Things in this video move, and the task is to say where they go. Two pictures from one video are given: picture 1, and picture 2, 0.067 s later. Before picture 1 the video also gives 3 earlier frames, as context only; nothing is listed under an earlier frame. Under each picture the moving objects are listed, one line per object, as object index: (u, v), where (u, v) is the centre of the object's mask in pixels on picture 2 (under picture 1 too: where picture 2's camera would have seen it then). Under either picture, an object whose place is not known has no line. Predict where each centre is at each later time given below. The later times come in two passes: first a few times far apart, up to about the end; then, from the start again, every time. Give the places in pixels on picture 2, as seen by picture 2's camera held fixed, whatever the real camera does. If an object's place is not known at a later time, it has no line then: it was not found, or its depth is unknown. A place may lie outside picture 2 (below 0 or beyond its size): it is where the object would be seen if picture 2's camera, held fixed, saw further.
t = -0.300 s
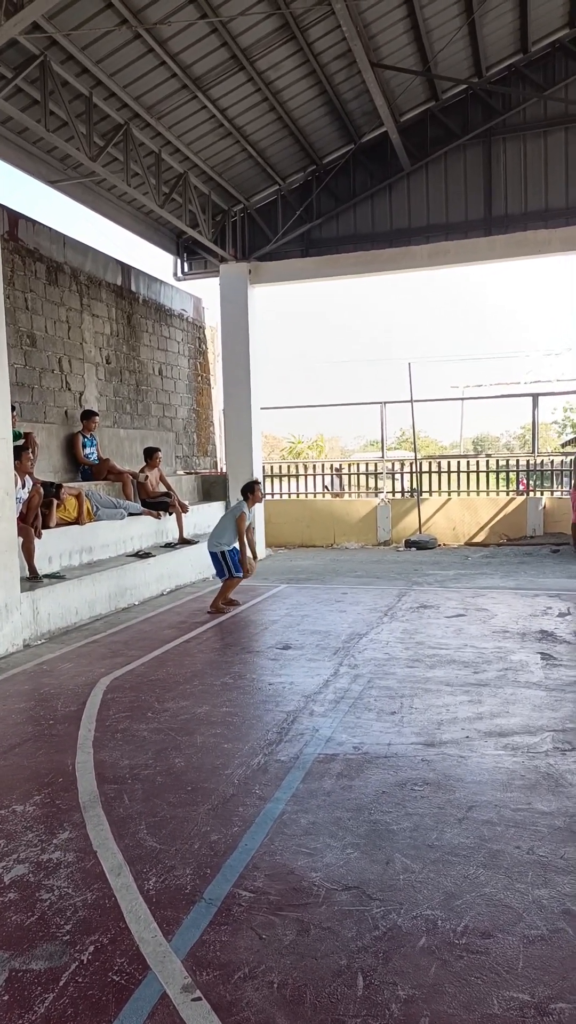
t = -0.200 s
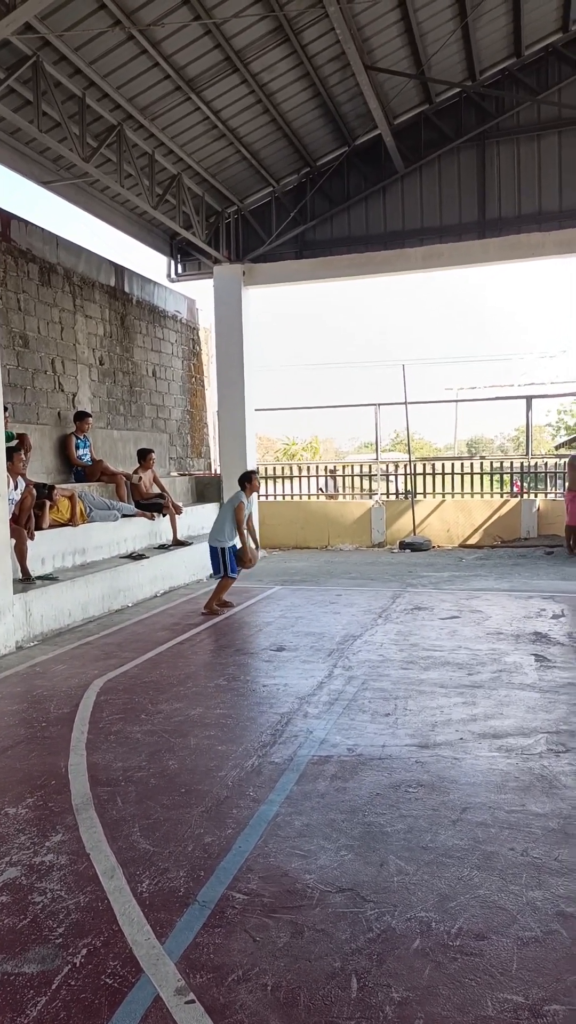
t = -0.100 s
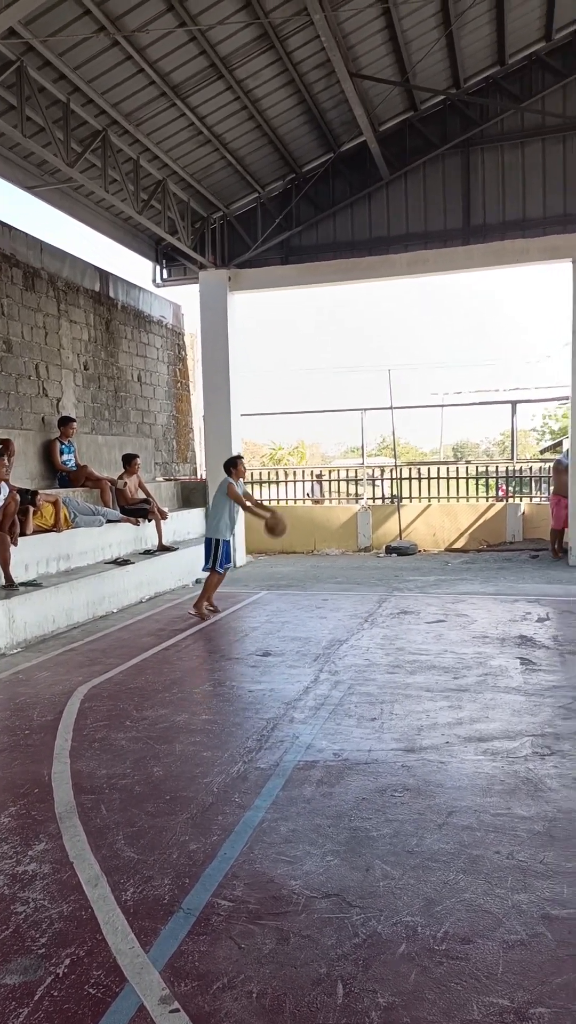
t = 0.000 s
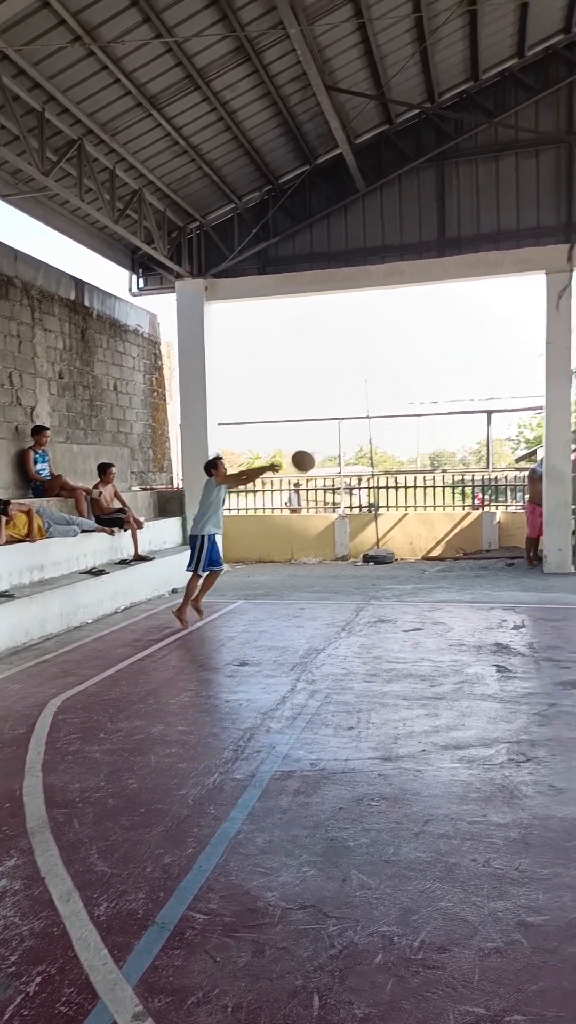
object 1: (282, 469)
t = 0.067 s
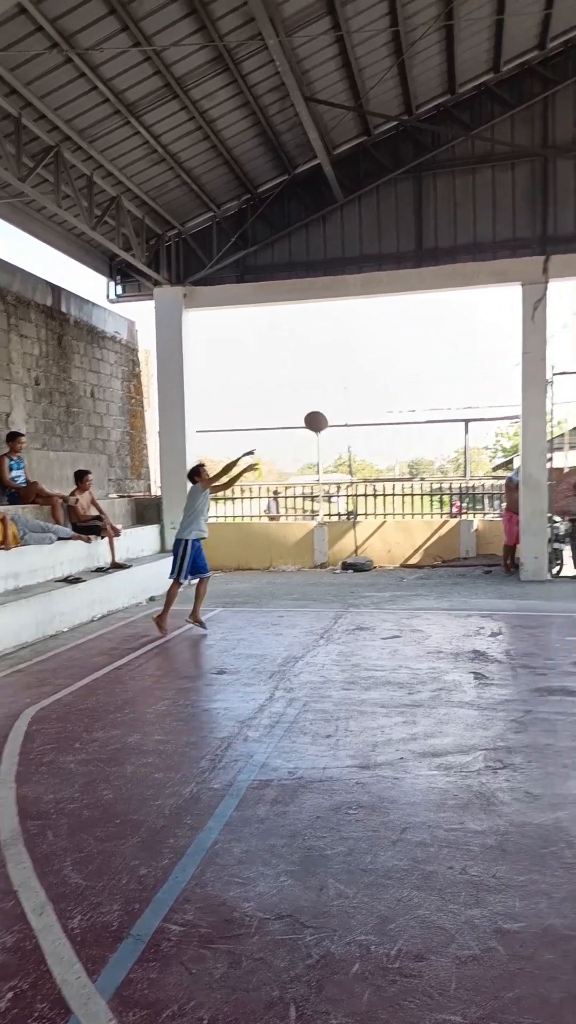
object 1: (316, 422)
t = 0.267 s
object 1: (420, 300)
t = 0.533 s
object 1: (572, 195)
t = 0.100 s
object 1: (333, 399)
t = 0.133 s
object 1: (350, 378)
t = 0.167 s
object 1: (368, 357)
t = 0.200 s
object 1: (385, 337)
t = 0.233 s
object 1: (403, 319)
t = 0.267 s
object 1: (420, 300)
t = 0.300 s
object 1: (438, 283)
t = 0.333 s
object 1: (457, 267)
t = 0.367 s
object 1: (476, 254)
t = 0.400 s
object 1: (495, 239)
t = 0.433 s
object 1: (514, 228)
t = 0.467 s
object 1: (534, 215)
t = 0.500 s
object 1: (553, 204)
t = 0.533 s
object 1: (572, 195)
